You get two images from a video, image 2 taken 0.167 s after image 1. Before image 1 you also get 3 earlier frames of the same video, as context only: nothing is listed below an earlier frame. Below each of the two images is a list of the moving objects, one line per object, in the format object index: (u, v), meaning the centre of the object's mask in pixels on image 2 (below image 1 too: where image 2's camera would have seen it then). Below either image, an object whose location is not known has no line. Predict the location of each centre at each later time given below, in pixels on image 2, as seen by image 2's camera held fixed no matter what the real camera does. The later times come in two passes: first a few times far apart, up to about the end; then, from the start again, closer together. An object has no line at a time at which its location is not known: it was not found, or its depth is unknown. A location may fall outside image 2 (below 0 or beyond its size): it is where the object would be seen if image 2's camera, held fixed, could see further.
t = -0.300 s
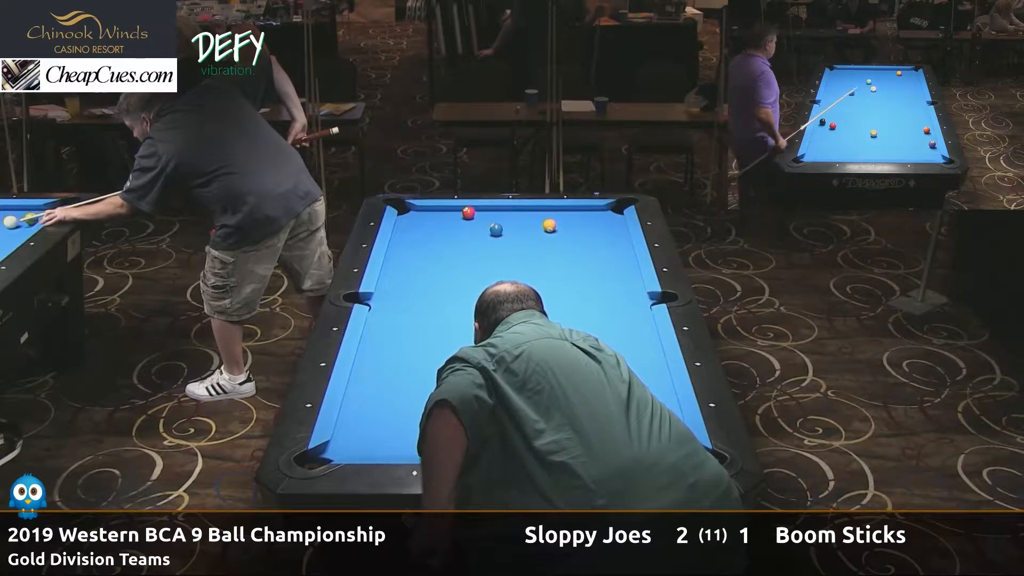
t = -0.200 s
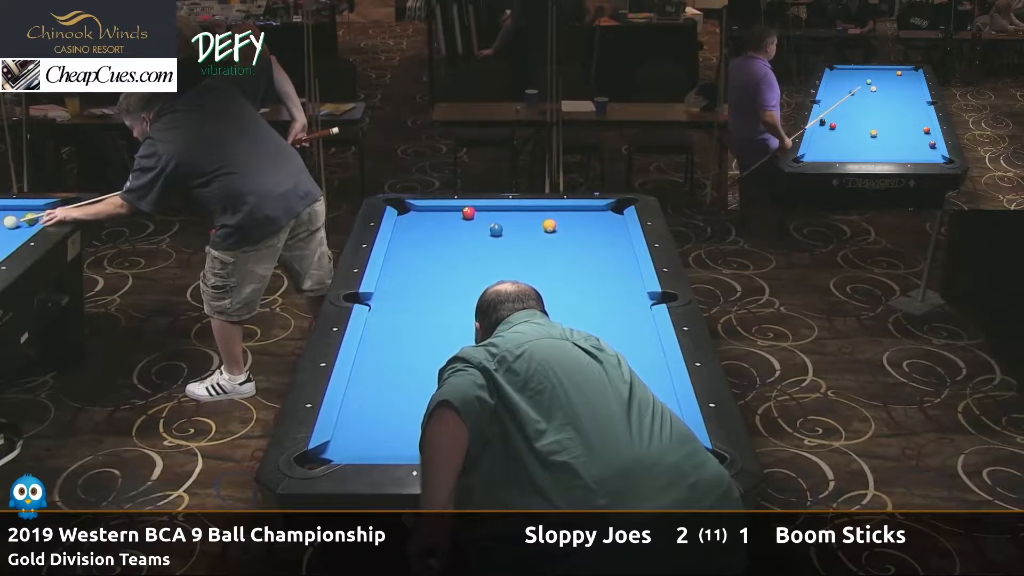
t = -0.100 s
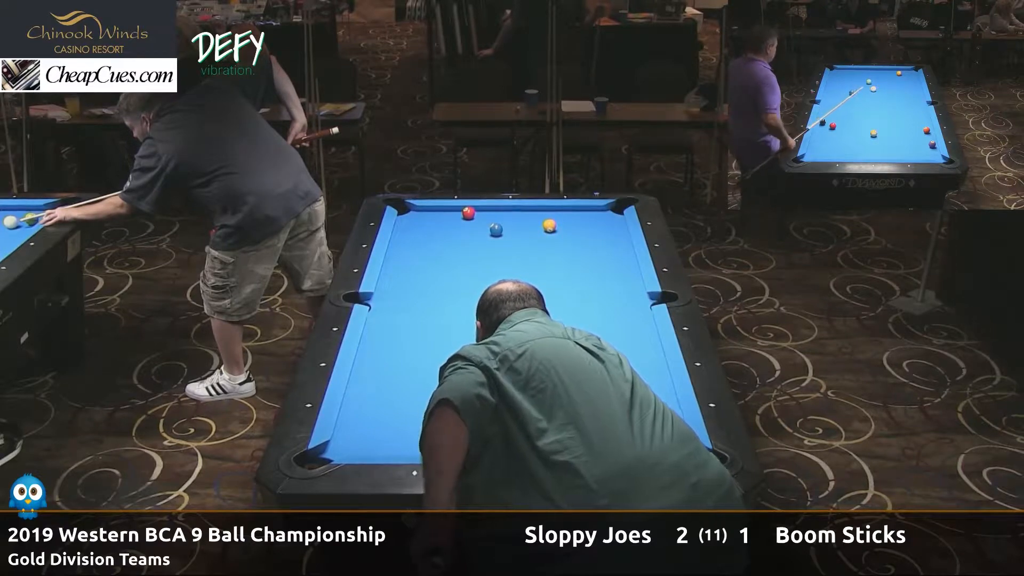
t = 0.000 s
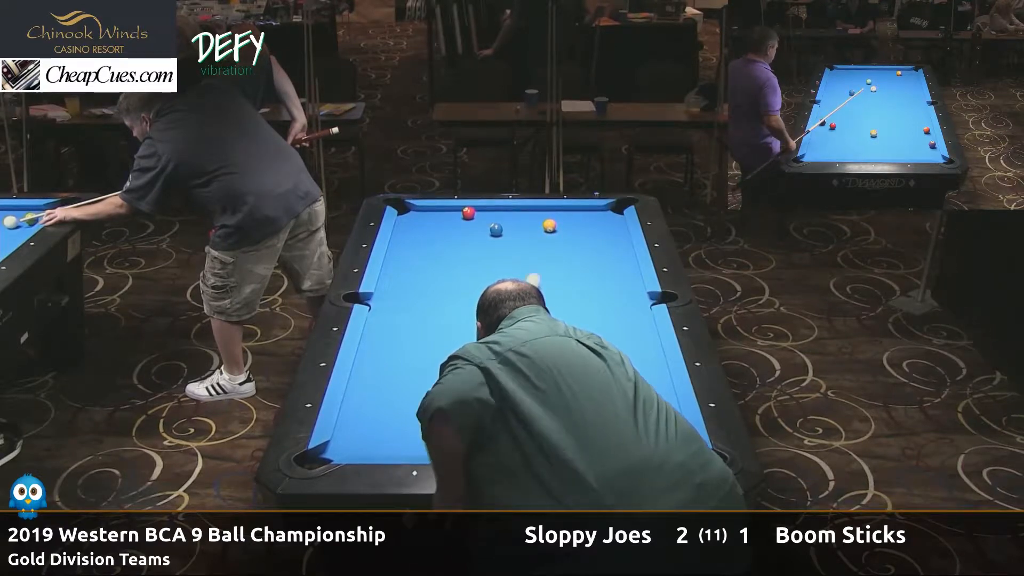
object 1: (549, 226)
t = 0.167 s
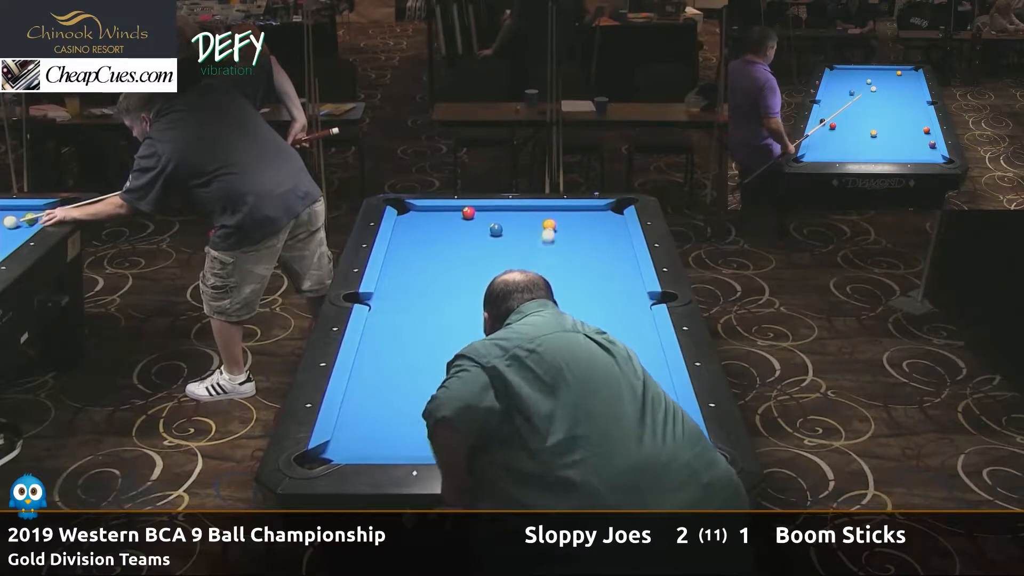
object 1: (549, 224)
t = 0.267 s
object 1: (549, 211)
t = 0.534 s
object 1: (537, 227)
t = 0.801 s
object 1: (509, 242)
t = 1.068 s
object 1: (479, 257)
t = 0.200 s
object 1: (548, 221)
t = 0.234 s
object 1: (549, 217)
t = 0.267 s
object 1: (549, 211)
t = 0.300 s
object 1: (550, 210)
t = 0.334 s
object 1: (551, 214)
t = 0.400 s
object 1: (552, 220)
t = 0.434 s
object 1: (549, 223)
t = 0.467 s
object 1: (545, 224)
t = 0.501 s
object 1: (541, 225)
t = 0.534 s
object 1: (537, 227)
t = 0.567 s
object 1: (533, 228)
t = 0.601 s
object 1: (529, 228)
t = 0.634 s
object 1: (525, 229)
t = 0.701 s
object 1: (518, 236)
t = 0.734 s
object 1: (516, 238)
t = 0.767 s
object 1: (512, 240)
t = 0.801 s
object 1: (509, 242)
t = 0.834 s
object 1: (505, 244)
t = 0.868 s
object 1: (502, 246)
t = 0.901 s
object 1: (498, 248)
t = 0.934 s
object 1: (494, 249)
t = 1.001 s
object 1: (487, 253)
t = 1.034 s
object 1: (483, 255)
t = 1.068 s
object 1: (479, 257)
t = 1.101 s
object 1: (475, 259)
